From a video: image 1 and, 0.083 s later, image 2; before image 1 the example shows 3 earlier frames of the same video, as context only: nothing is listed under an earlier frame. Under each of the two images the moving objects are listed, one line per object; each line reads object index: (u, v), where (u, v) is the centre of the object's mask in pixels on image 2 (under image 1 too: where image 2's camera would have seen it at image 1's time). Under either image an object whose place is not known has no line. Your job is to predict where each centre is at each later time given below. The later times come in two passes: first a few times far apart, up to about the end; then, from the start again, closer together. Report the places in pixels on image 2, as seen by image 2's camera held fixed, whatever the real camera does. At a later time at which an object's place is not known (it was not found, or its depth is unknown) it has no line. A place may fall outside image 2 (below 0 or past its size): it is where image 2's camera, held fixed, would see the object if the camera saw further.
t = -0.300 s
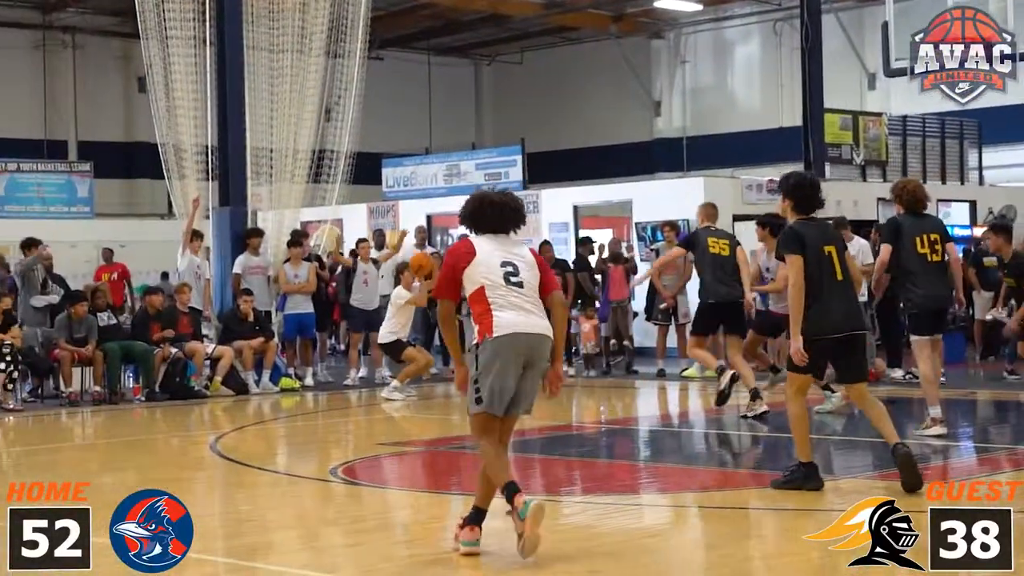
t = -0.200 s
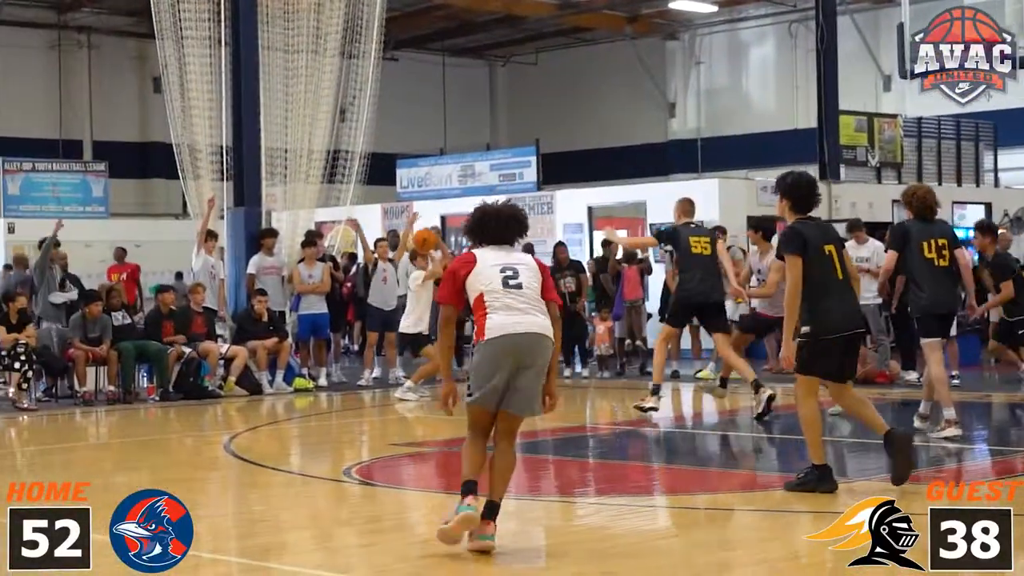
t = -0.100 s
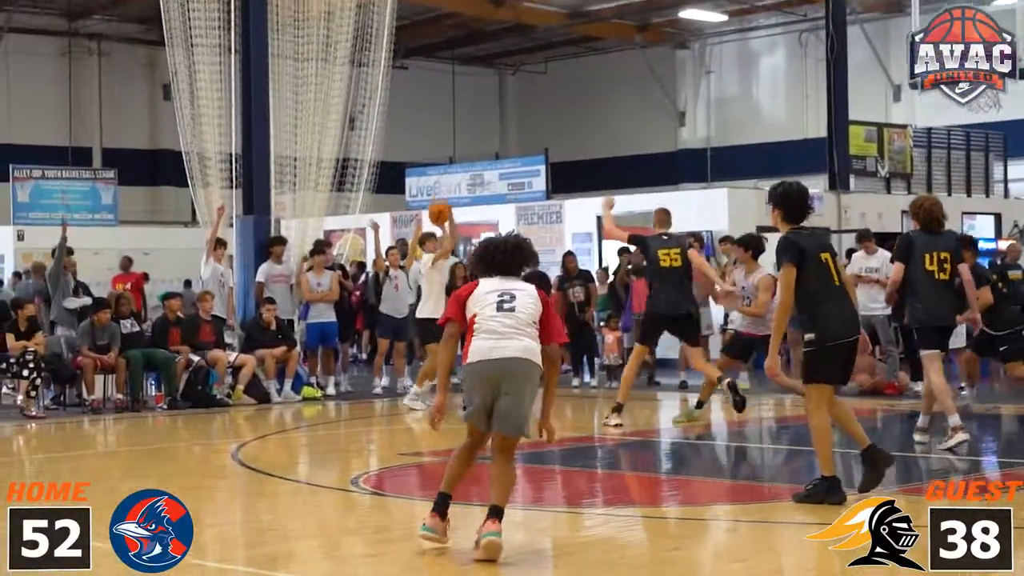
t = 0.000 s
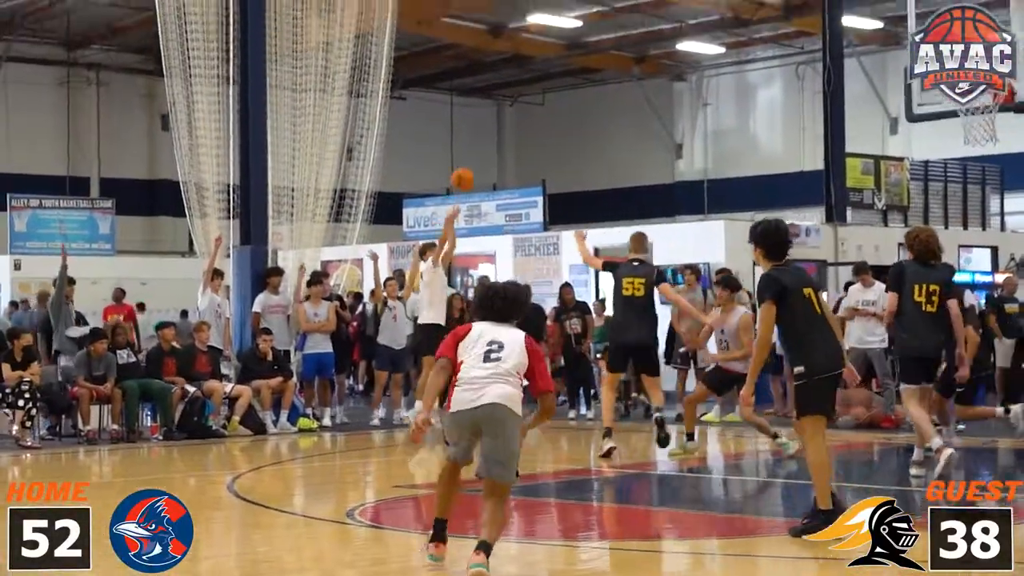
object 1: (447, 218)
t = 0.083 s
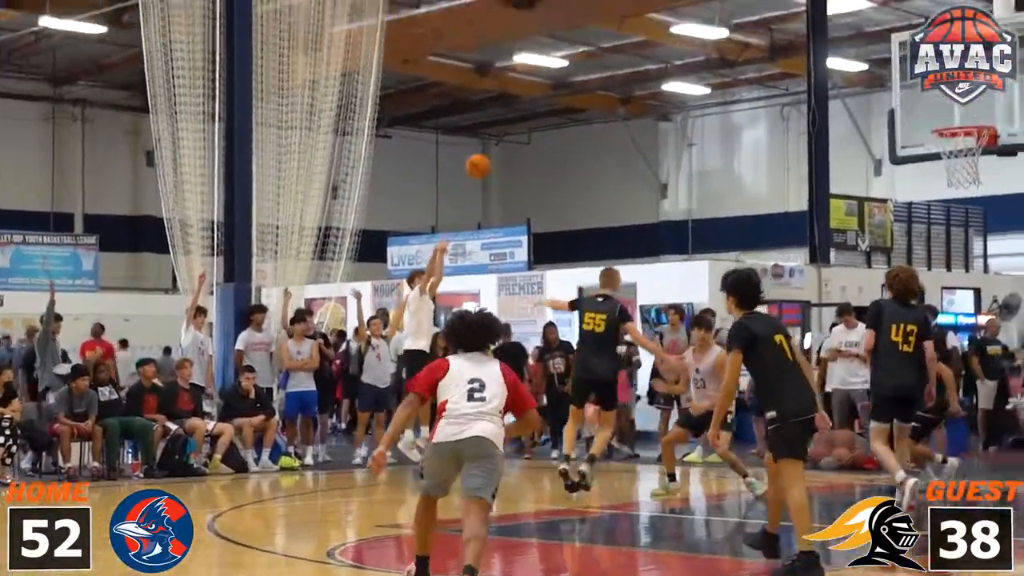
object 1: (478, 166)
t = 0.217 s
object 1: (527, 94)
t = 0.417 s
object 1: (603, 14)
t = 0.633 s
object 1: (693, -31)
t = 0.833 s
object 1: (785, -30)
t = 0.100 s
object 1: (484, 157)
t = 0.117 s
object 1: (490, 147)
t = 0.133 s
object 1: (496, 137)
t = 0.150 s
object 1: (502, 128)
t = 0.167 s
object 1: (508, 120)
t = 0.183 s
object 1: (515, 111)
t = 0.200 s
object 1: (521, 102)
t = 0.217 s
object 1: (527, 94)
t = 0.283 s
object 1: (551, 64)
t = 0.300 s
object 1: (558, 57)
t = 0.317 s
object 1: (564, 50)
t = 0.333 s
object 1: (570, 45)
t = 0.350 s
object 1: (576, 37)
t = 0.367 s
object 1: (582, 31)
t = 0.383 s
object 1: (589, 24)
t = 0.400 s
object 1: (597, 20)
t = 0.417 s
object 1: (603, 14)
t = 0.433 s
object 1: (610, 10)
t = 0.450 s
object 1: (616, 5)
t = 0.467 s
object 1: (622, 1)
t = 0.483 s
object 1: (629, -3)
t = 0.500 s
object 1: (636, -7)
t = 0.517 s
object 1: (643, -12)
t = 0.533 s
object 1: (651, -15)
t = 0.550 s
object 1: (657, -19)
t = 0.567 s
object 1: (664, -22)
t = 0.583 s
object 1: (671, -24)
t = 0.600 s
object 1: (678, -27)
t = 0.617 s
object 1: (685, -29)
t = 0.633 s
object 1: (693, -31)
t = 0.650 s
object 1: (700, -33)
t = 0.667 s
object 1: (707, -34)
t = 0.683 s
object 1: (714, -36)
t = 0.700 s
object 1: (723, -36)
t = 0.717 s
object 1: (730, -36)
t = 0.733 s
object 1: (738, -36)
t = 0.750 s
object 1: (746, -35)
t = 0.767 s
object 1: (753, -34)
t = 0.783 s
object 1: (761, -34)
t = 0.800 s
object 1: (769, -32)
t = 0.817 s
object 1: (776, -32)
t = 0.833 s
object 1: (785, -30)
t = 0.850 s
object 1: (792, -27)
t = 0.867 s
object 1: (801, -25)
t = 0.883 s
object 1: (809, -21)
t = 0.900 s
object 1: (817, -18)
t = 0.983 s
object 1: (858, 5)
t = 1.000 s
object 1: (866, 10)
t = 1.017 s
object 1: (875, 16)
